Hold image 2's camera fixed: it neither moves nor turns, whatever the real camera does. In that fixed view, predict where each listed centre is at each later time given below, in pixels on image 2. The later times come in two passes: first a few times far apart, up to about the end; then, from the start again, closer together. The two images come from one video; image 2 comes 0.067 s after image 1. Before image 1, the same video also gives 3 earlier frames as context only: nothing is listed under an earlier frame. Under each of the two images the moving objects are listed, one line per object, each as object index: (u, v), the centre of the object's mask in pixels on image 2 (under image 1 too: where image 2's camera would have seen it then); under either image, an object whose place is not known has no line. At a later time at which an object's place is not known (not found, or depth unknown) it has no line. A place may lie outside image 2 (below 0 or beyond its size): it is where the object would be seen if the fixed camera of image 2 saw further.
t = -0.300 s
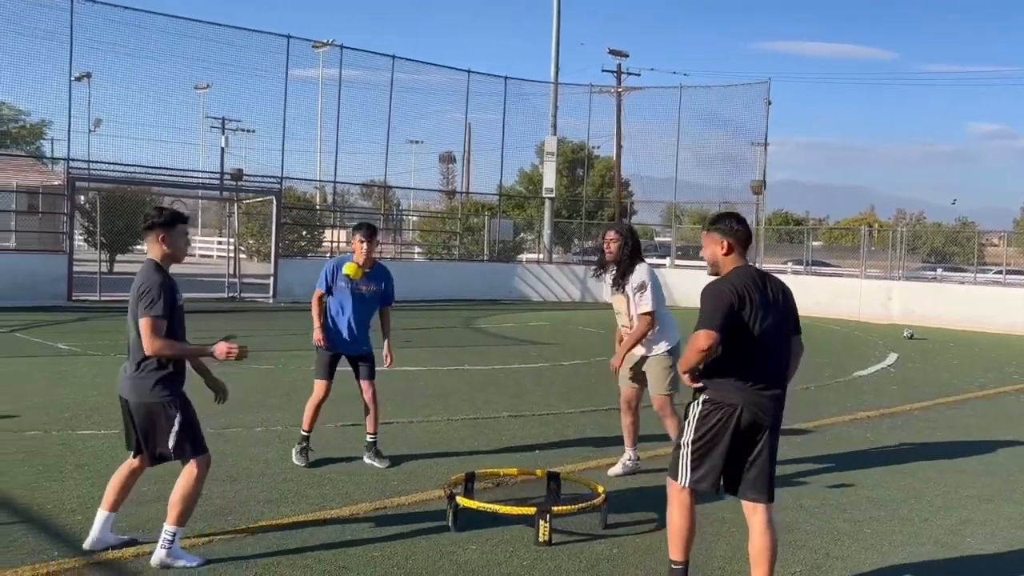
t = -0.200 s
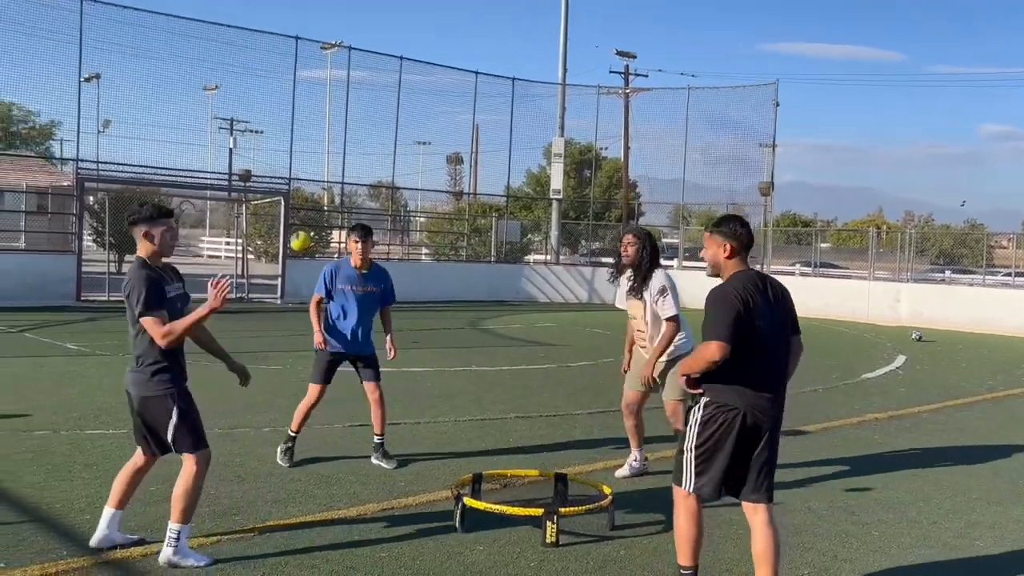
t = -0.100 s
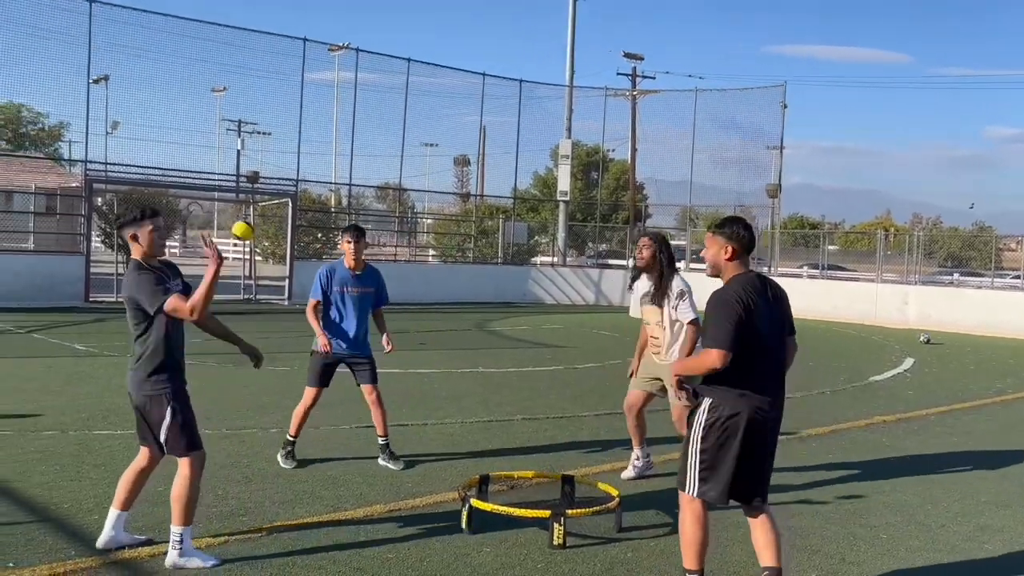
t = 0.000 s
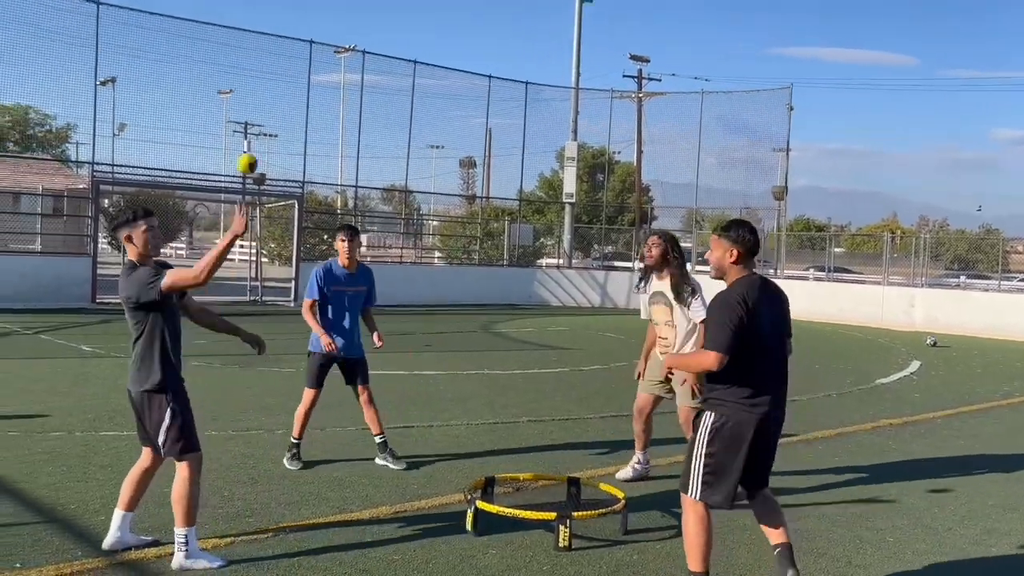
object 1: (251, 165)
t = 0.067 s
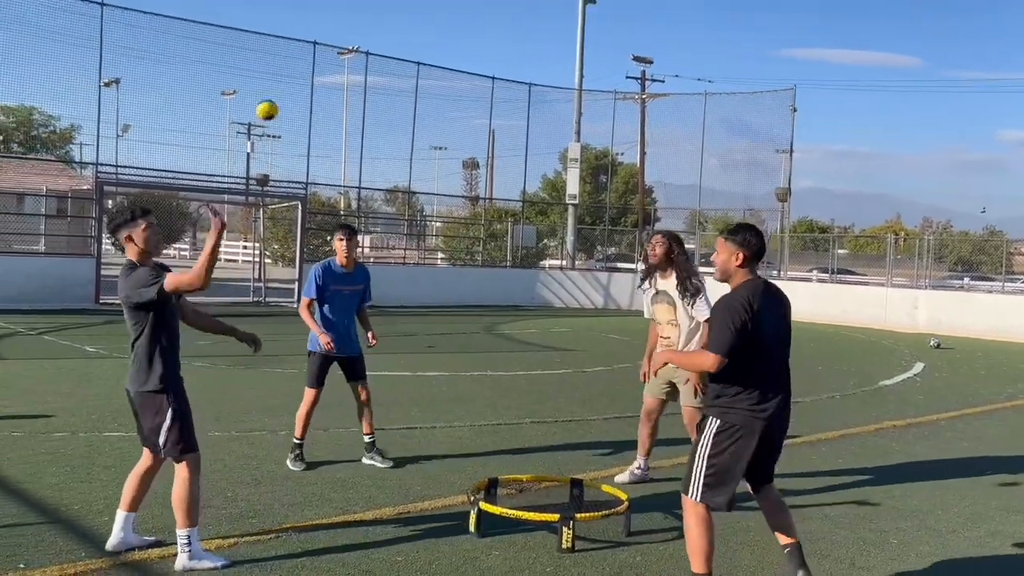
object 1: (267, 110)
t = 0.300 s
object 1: (320, 2)
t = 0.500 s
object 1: (362, 1)
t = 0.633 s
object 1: (386, 43)
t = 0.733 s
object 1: (404, 95)
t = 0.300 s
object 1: (320, 2)
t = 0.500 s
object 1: (362, 1)
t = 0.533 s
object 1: (368, 8)
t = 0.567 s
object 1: (374, 17)
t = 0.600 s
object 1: (380, 29)
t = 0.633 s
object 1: (386, 43)
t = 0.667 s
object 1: (392, 59)
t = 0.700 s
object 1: (399, 76)
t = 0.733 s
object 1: (404, 95)
